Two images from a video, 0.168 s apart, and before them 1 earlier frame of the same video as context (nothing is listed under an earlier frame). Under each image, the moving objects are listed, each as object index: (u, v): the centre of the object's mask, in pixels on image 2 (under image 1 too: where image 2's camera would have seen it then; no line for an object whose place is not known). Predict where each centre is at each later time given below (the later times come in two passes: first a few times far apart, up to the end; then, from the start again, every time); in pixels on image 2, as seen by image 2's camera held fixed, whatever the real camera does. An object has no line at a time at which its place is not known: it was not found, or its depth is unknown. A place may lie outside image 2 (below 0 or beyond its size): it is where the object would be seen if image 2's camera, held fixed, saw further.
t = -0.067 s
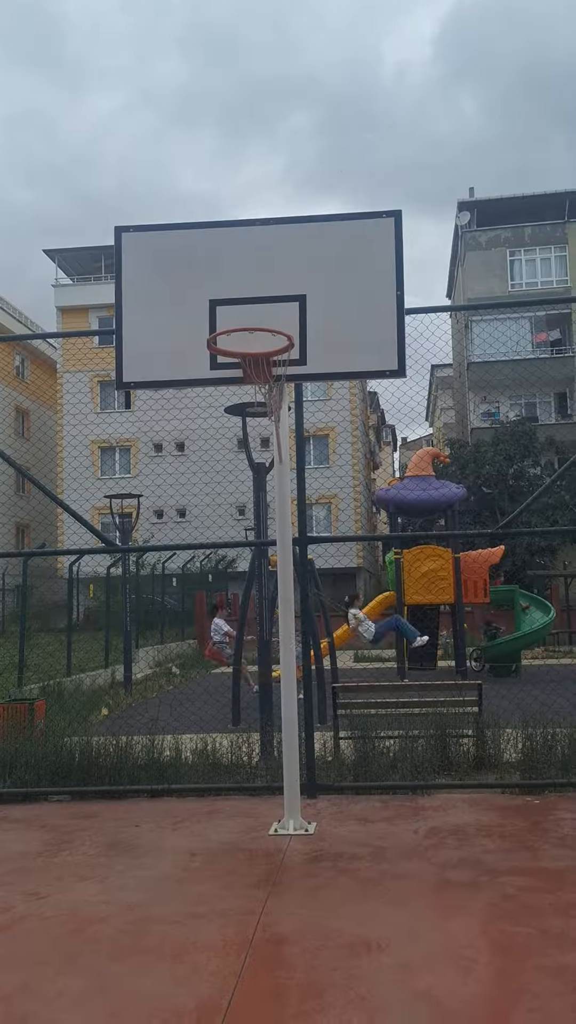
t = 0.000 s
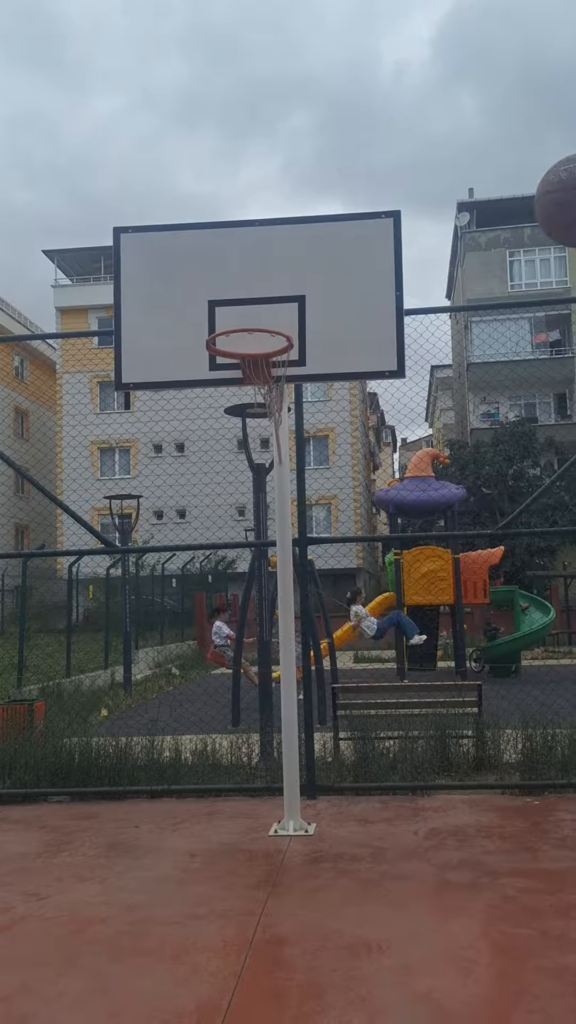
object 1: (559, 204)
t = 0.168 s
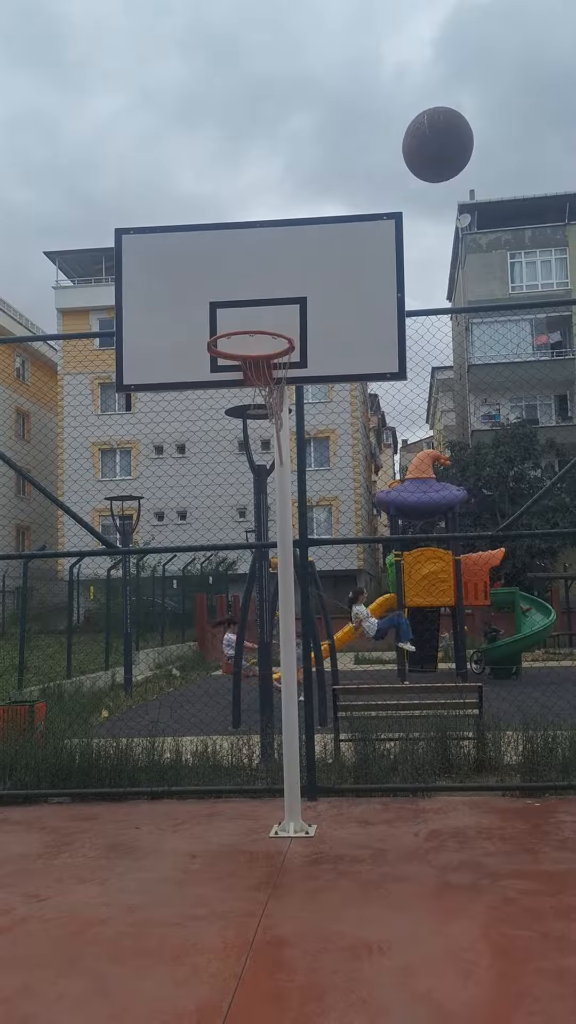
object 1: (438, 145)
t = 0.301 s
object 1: (364, 164)
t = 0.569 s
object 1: (272, 284)
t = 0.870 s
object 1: (242, 328)
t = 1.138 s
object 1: (234, 314)
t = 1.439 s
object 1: (264, 316)
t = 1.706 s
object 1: (292, 436)
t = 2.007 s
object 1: (334, 763)
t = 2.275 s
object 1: (365, 754)
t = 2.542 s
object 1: (388, 550)
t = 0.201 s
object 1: (417, 145)
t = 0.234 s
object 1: (398, 149)
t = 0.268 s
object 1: (380, 155)
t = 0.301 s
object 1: (364, 164)
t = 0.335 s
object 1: (350, 174)
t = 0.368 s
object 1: (336, 186)
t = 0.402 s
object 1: (324, 199)
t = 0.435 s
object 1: (312, 215)
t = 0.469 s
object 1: (301, 231)
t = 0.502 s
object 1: (291, 248)
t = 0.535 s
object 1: (281, 265)
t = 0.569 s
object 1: (272, 284)
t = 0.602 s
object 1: (263, 305)
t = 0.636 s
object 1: (259, 309)
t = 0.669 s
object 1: (256, 307)
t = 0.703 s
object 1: (254, 307)
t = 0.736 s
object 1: (251, 309)
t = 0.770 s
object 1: (249, 311)
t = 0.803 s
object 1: (247, 314)
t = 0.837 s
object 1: (245, 322)
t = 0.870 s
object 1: (242, 328)
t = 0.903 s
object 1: (233, 326)
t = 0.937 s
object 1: (228, 326)
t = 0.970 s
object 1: (224, 329)
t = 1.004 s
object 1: (225, 325)
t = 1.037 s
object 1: (226, 322)
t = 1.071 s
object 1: (226, 322)
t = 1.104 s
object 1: (230, 316)
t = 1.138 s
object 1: (234, 314)
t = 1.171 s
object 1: (238, 312)
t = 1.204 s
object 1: (242, 310)
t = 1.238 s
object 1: (245, 308)
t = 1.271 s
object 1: (249, 307)
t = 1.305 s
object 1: (252, 306)
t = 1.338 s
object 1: (255, 306)
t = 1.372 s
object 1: (258, 308)
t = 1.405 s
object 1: (261, 311)
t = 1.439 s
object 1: (264, 316)
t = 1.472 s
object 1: (268, 324)
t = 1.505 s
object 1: (271, 333)
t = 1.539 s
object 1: (274, 345)
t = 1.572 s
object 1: (277, 359)
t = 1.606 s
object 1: (281, 374)
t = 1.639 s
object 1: (285, 393)
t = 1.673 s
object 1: (288, 414)
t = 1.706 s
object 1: (292, 436)
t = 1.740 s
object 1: (296, 461)
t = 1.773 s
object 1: (300, 489)
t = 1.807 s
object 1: (305, 519)
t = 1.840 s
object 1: (309, 552)
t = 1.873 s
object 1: (314, 587)
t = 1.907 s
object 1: (318, 626)
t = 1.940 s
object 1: (323, 668)
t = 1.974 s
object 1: (329, 713)
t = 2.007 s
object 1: (334, 763)
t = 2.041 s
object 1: (340, 815)
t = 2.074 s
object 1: (345, 872)
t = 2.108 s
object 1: (351, 931)
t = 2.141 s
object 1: (354, 918)
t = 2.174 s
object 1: (357, 874)
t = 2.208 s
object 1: (360, 831)
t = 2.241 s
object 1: (362, 791)
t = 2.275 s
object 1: (365, 754)
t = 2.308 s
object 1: (367, 720)
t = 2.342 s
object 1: (370, 689)
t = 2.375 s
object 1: (373, 659)
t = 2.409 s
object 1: (376, 632)
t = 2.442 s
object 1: (379, 608)
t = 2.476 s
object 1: (382, 587)
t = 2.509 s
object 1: (384, 567)
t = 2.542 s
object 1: (388, 550)
